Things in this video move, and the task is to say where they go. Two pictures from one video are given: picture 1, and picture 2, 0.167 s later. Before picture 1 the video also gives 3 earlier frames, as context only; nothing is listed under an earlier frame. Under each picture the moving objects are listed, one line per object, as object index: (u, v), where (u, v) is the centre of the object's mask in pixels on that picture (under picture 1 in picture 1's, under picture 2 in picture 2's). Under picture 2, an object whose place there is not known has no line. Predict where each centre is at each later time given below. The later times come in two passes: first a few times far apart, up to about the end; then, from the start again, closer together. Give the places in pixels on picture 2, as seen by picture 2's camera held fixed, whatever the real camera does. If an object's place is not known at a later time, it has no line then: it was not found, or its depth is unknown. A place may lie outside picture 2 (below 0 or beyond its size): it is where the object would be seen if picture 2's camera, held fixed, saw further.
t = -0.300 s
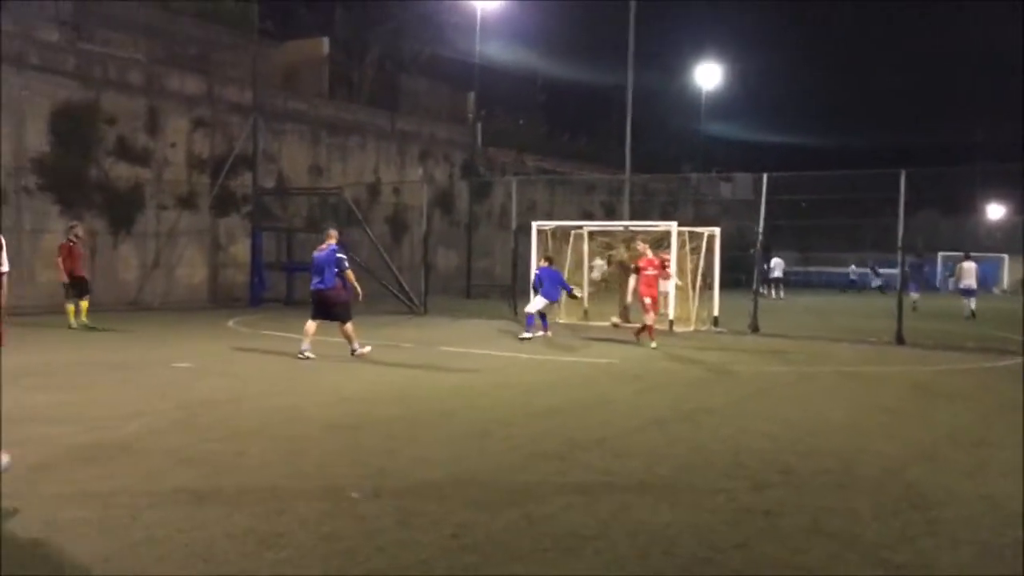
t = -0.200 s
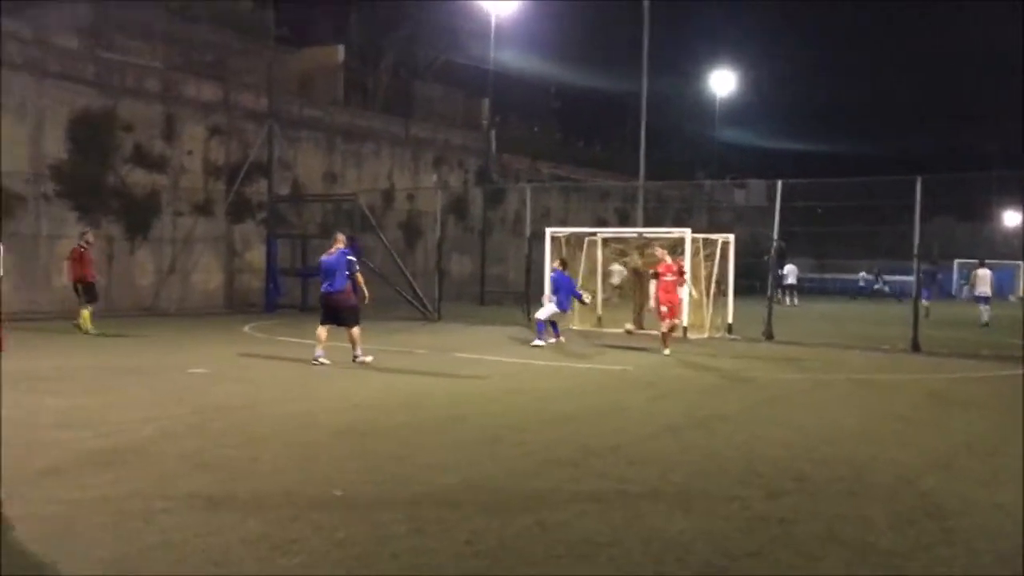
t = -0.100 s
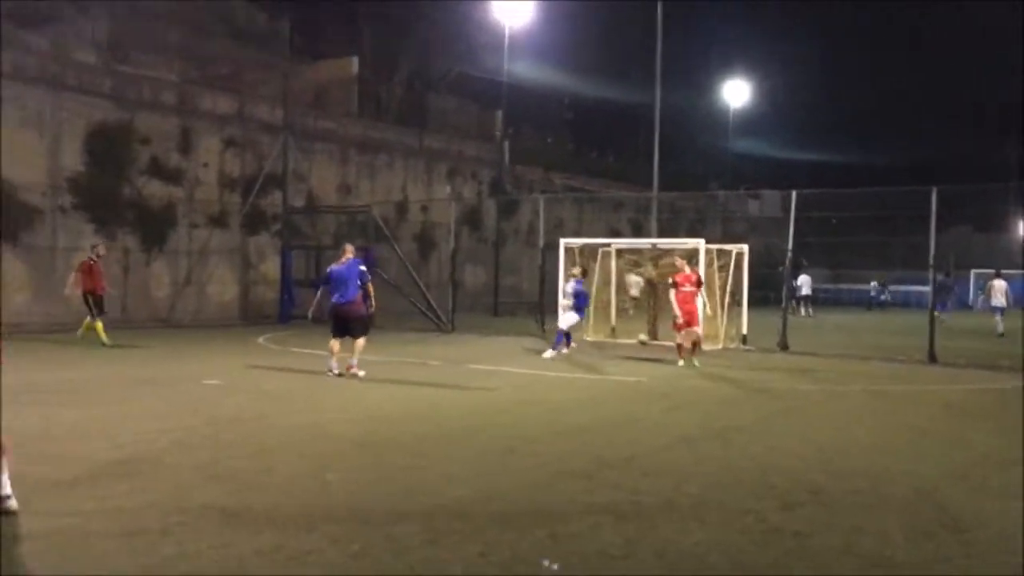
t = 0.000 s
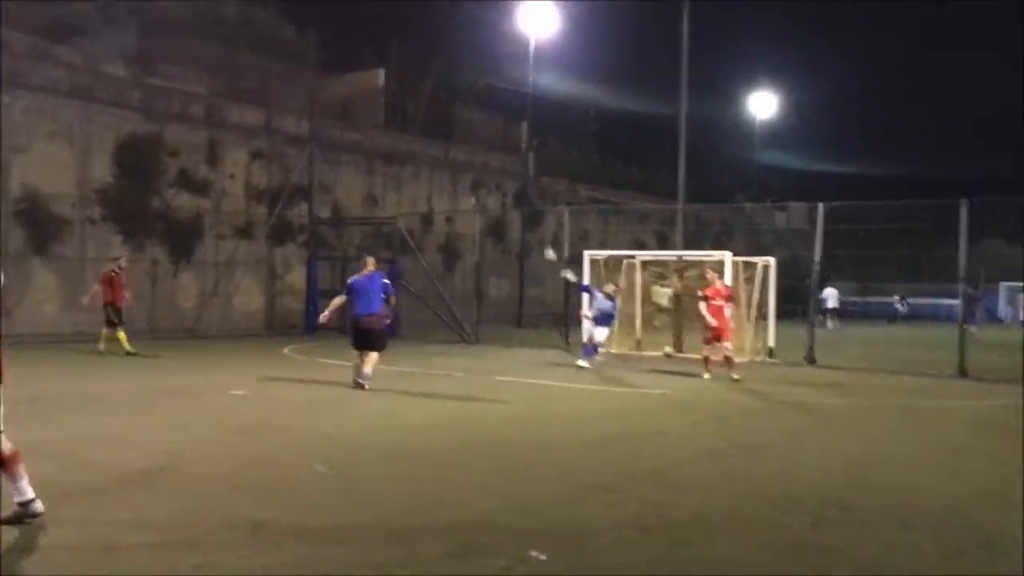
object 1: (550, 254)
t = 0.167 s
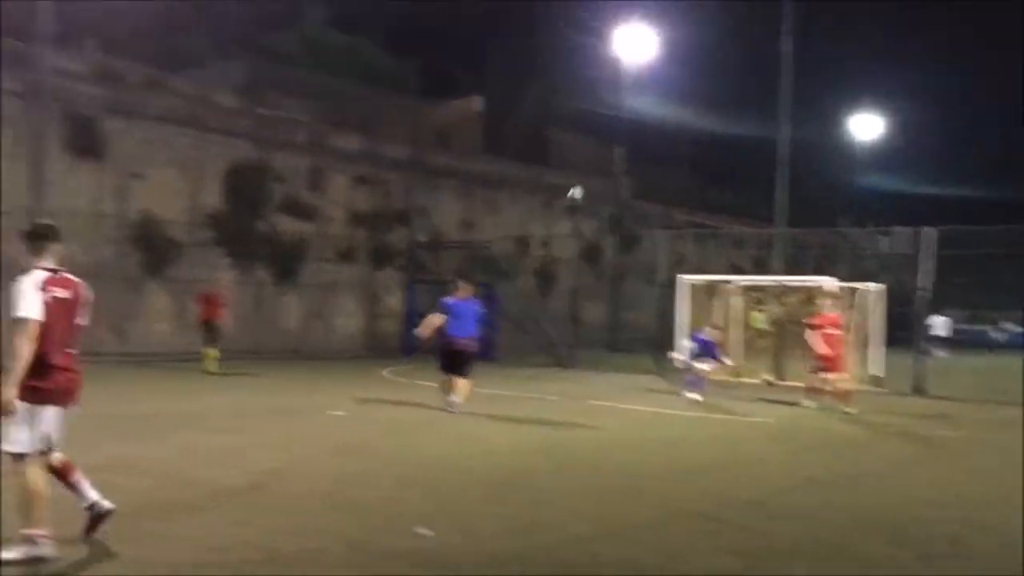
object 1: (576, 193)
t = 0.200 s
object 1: (559, 177)
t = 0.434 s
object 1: (429, 65)
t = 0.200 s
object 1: (559, 177)
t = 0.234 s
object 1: (543, 160)
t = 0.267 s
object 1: (527, 144)
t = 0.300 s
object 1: (510, 128)
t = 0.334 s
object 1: (491, 112)
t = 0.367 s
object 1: (472, 96)
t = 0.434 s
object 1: (429, 65)
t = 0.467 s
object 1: (405, 49)
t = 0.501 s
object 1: (382, 32)
